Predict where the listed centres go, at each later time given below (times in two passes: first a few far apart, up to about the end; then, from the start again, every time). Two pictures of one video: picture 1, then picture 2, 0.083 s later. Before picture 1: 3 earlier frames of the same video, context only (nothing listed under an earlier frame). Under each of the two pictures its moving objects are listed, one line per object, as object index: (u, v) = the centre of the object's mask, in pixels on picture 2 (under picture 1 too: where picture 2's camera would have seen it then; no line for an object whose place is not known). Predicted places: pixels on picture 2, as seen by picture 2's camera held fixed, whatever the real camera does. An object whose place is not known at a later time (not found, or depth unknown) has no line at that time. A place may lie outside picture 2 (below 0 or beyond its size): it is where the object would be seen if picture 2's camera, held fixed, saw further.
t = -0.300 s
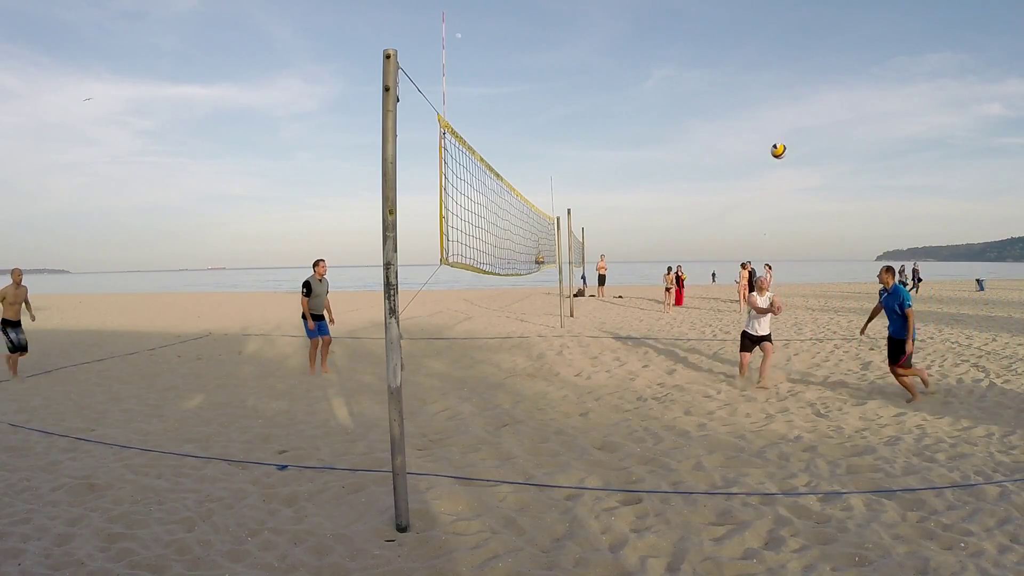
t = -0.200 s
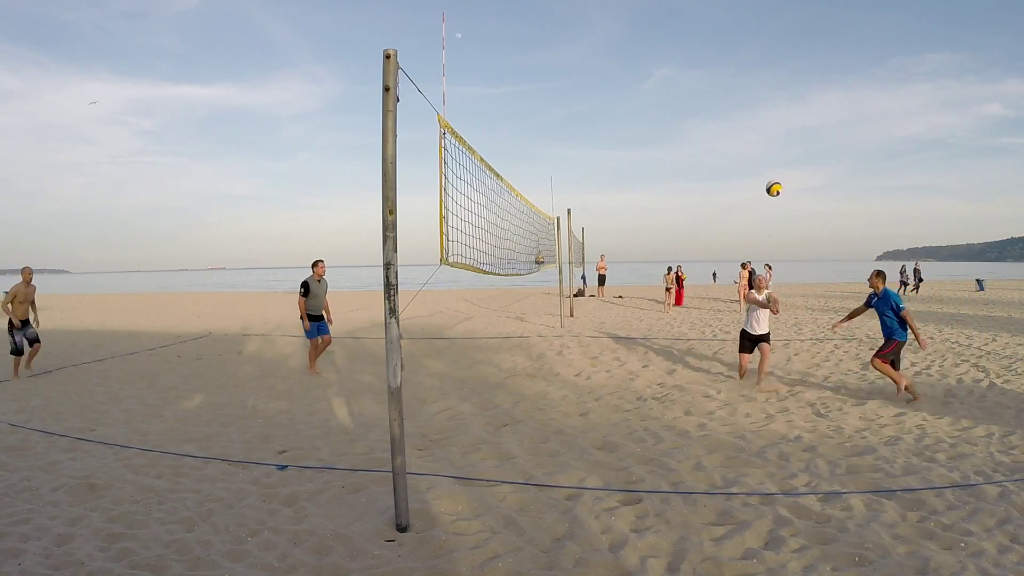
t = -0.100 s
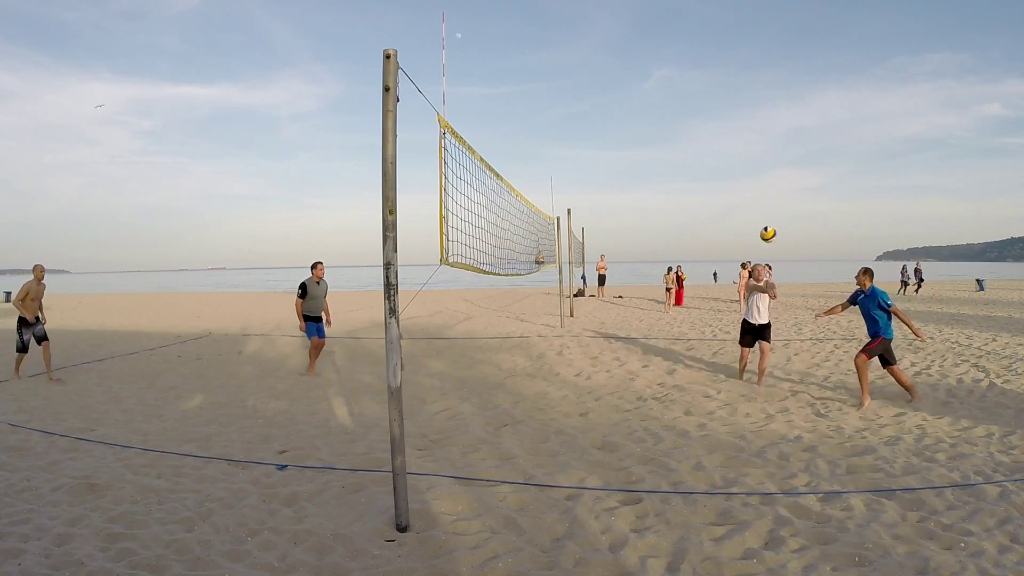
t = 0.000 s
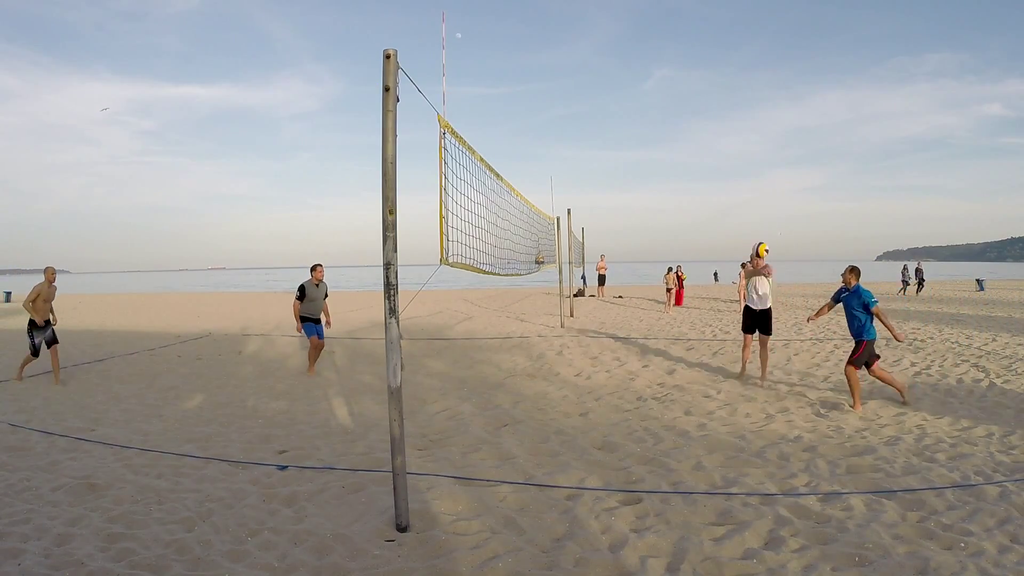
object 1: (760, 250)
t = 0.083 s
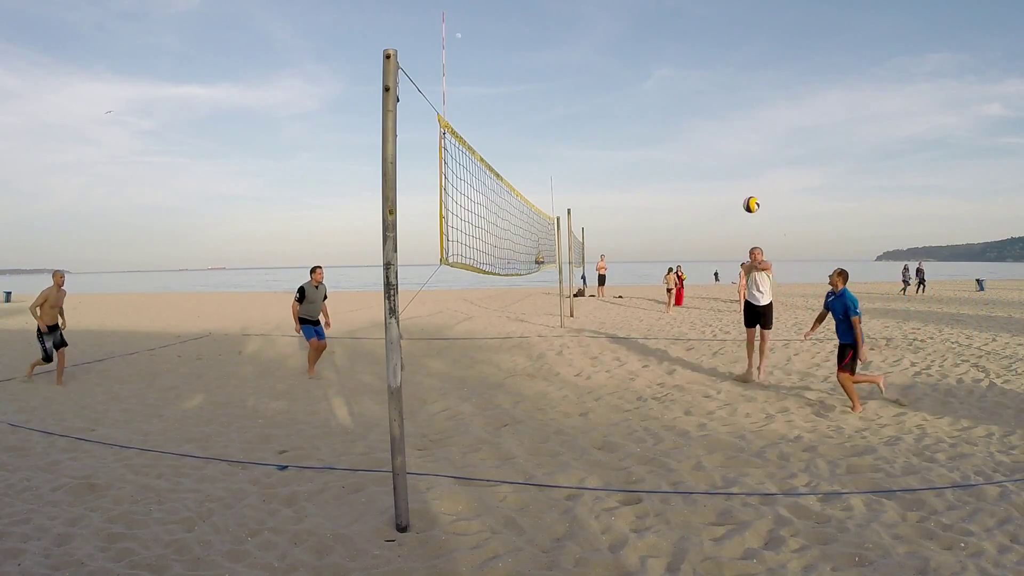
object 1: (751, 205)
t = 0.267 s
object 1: (731, 125)
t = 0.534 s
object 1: (705, 59)
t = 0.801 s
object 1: (682, 48)
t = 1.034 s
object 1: (666, 85)
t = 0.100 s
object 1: (749, 196)
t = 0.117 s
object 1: (747, 188)
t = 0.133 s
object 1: (746, 180)
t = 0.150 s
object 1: (744, 172)
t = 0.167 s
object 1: (742, 165)
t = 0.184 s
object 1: (740, 158)
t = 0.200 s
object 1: (738, 151)
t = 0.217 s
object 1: (737, 144)
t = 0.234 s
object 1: (735, 137)
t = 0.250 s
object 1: (733, 131)
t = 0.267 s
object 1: (731, 125)
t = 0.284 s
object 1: (729, 119)
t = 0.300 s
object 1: (728, 114)
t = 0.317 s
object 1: (726, 109)
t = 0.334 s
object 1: (724, 103)
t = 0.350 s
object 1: (723, 98)
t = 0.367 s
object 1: (721, 94)
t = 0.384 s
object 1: (719, 89)
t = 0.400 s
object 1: (718, 85)
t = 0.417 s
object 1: (716, 81)
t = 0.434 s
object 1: (714, 78)
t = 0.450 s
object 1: (713, 74)
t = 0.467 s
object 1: (711, 71)
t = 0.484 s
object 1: (710, 68)
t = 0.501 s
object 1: (708, 65)
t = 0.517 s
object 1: (707, 62)
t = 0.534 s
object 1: (705, 59)
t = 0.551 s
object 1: (703, 57)
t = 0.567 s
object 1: (702, 55)
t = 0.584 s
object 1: (700, 53)
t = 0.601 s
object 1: (699, 52)
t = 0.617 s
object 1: (697, 50)
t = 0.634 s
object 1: (696, 49)
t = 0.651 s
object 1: (694, 48)
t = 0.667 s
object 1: (693, 47)
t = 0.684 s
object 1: (692, 46)
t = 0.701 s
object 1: (690, 46)
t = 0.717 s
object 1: (689, 46)
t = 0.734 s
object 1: (688, 46)
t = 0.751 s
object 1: (686, 46)
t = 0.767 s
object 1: (685, 47)
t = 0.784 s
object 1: (684, 47)
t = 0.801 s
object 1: (682, 48)
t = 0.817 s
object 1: (681, 49)
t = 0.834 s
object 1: (680, 51)
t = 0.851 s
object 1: (679, 52)
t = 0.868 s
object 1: (677, 54)
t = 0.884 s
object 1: (676, 56)
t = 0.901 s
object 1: (675, 58)
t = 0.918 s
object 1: (674, 61)
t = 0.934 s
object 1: (673, 64)
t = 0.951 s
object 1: (671, 66)
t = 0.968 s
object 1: (670, 70)
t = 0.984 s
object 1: (669, 73)
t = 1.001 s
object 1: (668, 77)
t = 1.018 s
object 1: (667, 80)
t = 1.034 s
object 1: (666, 85)
